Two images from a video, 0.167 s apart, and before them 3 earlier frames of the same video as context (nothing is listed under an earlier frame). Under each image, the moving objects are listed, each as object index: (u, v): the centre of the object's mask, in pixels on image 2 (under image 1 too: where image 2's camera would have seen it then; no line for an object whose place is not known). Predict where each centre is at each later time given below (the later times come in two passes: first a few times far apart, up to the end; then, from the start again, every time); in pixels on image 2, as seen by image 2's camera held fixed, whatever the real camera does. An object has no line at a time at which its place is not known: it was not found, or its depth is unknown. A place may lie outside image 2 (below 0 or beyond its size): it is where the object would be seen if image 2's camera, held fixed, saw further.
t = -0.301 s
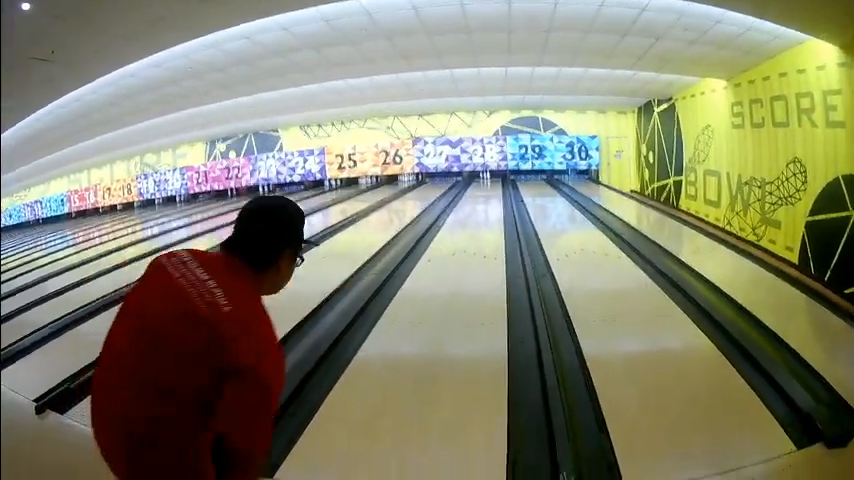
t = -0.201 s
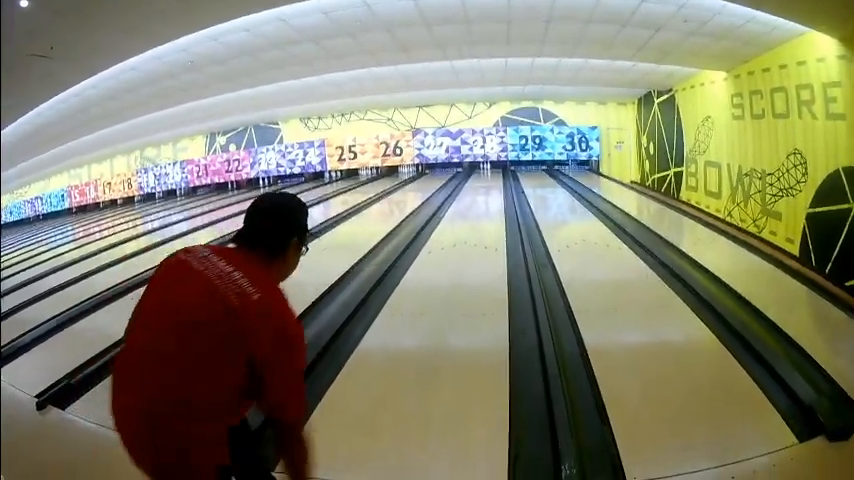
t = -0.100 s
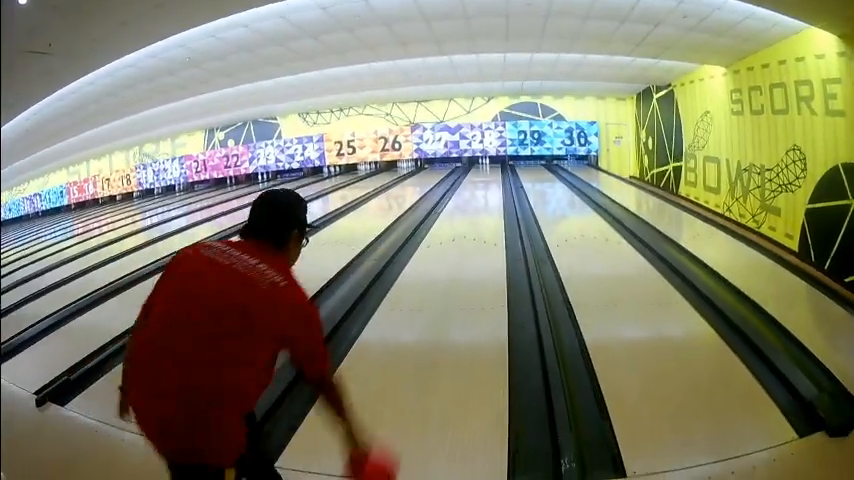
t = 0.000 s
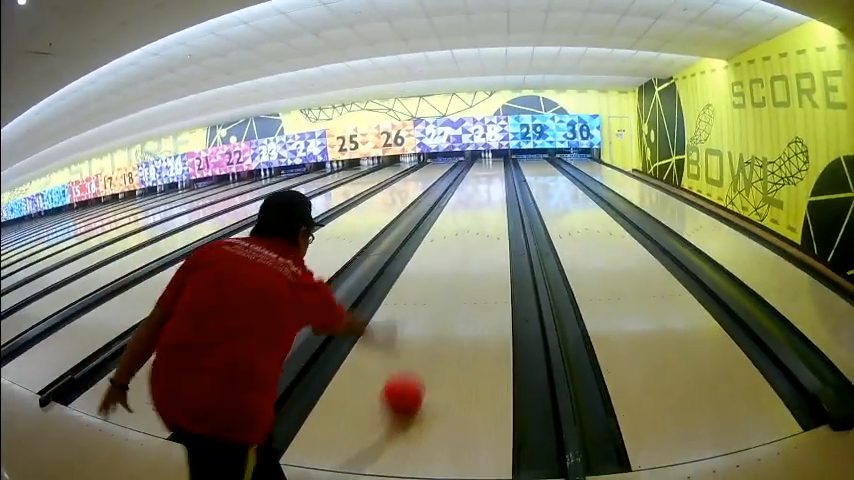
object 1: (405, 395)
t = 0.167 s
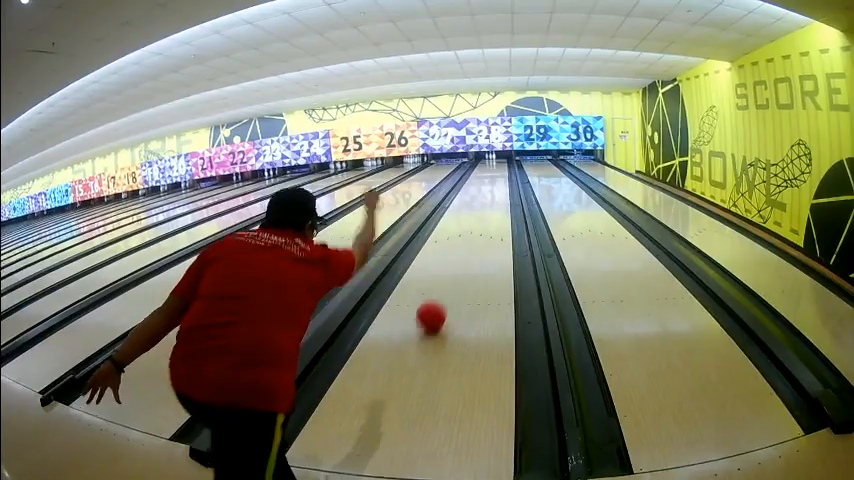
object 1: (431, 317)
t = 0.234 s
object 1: (439, 296)
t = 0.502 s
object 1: (456, 245)
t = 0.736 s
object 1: (463, 222)
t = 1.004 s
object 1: (466, 204)
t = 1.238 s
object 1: (470, 194)
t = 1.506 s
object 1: (472, 186)
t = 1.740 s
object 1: (474, 179)
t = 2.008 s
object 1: (476, 174)
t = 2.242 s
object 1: (478, 170)
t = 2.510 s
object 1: (480, 167)
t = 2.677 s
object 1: (481, 165)
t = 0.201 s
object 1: (435, 306)
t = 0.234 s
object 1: (439, 296)
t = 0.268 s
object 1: (441, 287)
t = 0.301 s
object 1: (444, 279)
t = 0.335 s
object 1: (447, 272)
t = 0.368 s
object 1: (449, 266)
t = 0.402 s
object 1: (451, 260)
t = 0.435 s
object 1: (452, 255)
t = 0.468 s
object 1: (454, 249)
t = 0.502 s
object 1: (456, 245)
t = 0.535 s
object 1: (458, 241)
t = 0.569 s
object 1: (459, 237)
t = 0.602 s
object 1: (460, 234)
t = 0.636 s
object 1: (461, 231)
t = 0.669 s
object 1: (462, 228)
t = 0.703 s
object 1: (462, 224)
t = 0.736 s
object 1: (463, 222)
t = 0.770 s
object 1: (463, 219)
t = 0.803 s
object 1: (464, 217)
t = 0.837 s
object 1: (464, 214)
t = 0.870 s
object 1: (464, 212)
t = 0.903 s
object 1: (465, 210)
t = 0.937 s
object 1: (465, 208)
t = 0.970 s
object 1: (466, 206)
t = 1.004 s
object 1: (466, 204)
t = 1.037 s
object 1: (467, 202)
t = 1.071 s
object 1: (467, 201)
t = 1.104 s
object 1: (468, 199)
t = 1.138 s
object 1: (468, 198)
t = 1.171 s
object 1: (469, 197)
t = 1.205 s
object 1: (469, 195)
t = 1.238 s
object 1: (470, 194)
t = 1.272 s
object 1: (470, 193)
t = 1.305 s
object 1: (471, 192)
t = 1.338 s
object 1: (471, 191)
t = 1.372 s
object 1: (472, 189)
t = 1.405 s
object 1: (472, 188)
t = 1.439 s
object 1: (472, 187)
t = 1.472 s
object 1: (473, 187)
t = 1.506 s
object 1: (472, 186)
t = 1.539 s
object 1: (472, 184)
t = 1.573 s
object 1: (473, 183)
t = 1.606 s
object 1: (473, 182)
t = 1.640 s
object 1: (473, 182)
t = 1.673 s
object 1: (474, 181)
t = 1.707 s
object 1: (474, 180)
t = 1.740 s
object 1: (474, 179)
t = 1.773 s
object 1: (475, 179)
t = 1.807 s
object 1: (475, 178)
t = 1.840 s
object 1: (475, 177)
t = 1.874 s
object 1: (475, 177)
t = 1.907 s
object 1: (476, 176)
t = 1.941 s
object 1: (476, 175)
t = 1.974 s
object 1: (476, 175)
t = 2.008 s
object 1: (476, 174)
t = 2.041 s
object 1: (477, 173)
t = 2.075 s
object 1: (477, 173)
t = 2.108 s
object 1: (477, 172)
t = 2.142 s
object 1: (477, 172)
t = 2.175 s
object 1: (478, 171)
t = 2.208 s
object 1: (478, 171)
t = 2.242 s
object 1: (478, 170)
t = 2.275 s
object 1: (478, 170)
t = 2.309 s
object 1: (478, 170)
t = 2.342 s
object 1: (479, 169)
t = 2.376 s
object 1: (479, 168)
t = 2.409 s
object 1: (480, 168)
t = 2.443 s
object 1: (479, 167)
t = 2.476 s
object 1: (479, 167)
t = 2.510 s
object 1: (480, 167)
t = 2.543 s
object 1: (480, 166)
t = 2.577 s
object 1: (480, 166)
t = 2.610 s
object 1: (480, 166)
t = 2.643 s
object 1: (481, 165)
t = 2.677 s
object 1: (481, 165)
